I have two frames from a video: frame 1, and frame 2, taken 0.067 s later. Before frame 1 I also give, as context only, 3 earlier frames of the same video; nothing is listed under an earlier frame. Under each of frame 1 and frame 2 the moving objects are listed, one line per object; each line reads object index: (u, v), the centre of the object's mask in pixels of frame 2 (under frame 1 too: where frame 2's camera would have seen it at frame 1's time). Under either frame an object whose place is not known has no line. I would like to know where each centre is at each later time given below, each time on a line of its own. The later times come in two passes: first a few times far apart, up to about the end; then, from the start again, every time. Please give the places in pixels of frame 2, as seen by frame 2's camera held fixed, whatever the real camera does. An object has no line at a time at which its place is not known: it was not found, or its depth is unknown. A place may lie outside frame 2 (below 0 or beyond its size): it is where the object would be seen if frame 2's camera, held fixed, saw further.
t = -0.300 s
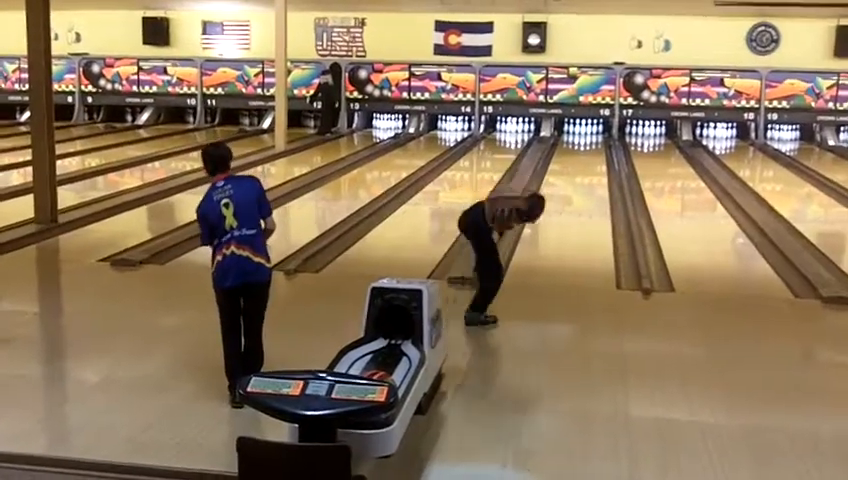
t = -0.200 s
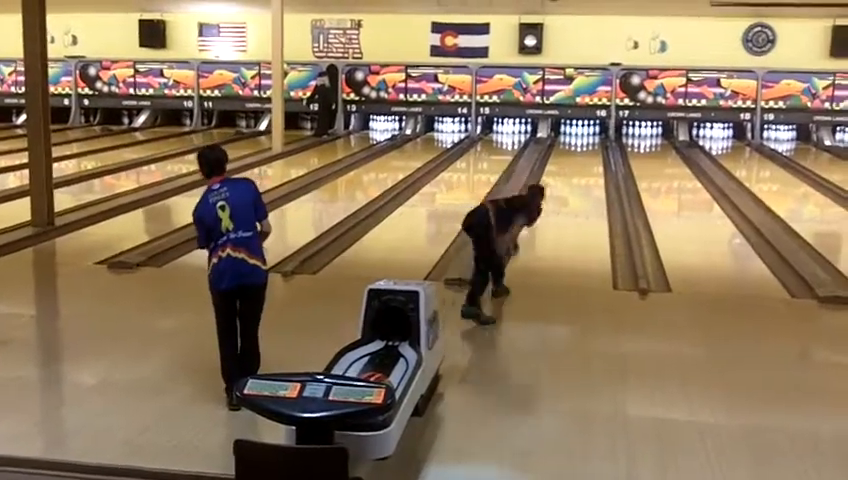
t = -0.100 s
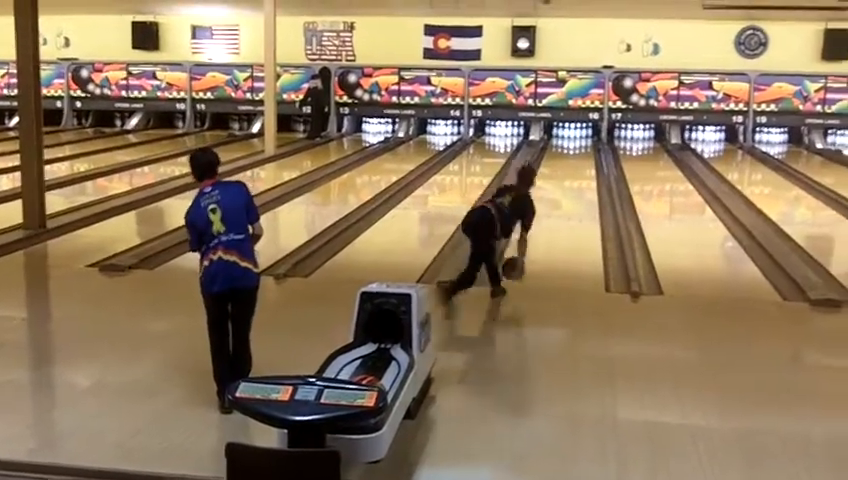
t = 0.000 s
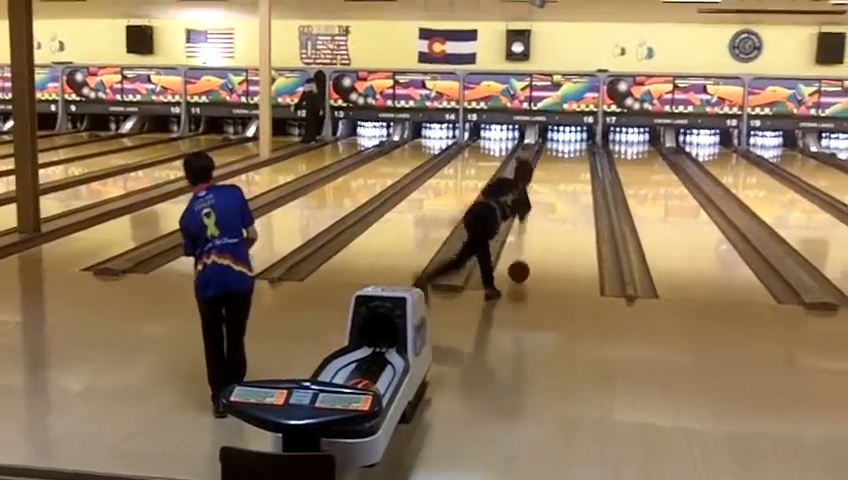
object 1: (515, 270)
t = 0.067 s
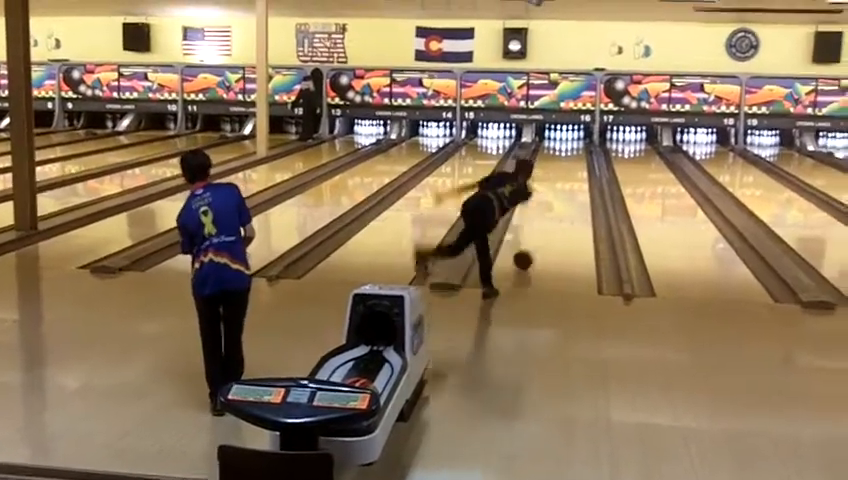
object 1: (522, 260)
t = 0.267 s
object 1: (538, 233)
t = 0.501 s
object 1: (551, 210)
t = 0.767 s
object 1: (562, 190)
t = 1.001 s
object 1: (569, 176)
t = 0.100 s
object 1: (525, 255)
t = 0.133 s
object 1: (528, 250)
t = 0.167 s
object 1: (531, 246)
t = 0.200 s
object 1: (533, 241)
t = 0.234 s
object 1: (536, 237)
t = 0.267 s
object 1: (538, 233)
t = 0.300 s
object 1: (540, 229)
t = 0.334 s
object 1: (543, 225)
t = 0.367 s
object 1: (545, 222)
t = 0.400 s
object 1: (546, 219)
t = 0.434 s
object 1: (548, 215)
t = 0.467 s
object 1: (549, 212)
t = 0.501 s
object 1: (551, 210)
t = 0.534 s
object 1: (553, 207)
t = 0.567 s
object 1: (554, 204)
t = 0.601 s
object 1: (556, 202)
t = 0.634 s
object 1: (557, 200)
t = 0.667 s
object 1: (558, 197)
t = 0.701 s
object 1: (560, 195)
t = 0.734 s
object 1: (561, 192)
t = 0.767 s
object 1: (562, 190)
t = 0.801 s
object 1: (563, 187)
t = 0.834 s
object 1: (564, 186)
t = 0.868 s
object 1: (565, 184)
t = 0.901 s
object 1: (566, 181)
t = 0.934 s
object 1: (567, 179)
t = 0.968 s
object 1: (568, 178)
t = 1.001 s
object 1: (569, 176)
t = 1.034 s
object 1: (569, 175)
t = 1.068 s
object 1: (570, 174)
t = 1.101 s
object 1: (571, 171)
